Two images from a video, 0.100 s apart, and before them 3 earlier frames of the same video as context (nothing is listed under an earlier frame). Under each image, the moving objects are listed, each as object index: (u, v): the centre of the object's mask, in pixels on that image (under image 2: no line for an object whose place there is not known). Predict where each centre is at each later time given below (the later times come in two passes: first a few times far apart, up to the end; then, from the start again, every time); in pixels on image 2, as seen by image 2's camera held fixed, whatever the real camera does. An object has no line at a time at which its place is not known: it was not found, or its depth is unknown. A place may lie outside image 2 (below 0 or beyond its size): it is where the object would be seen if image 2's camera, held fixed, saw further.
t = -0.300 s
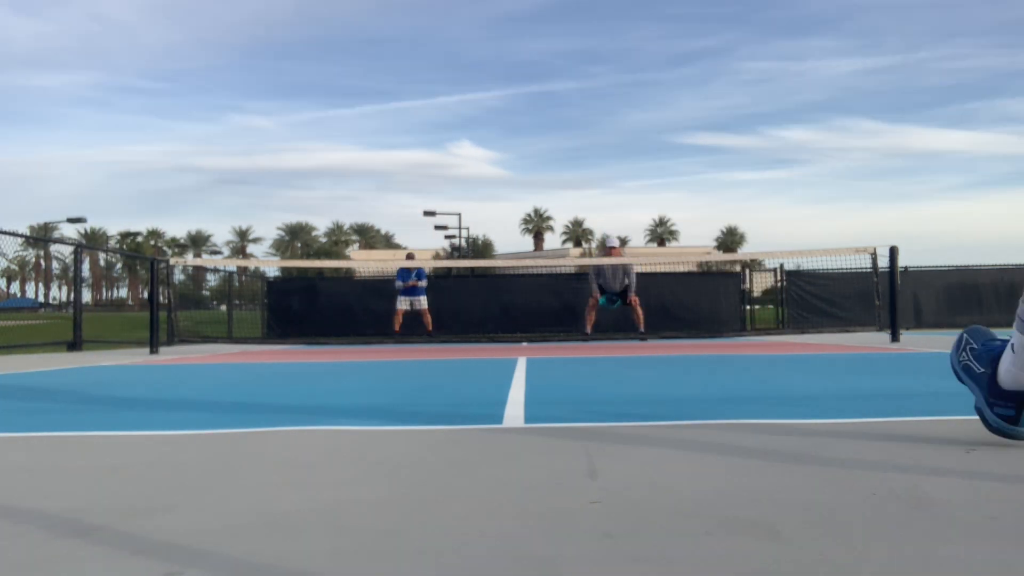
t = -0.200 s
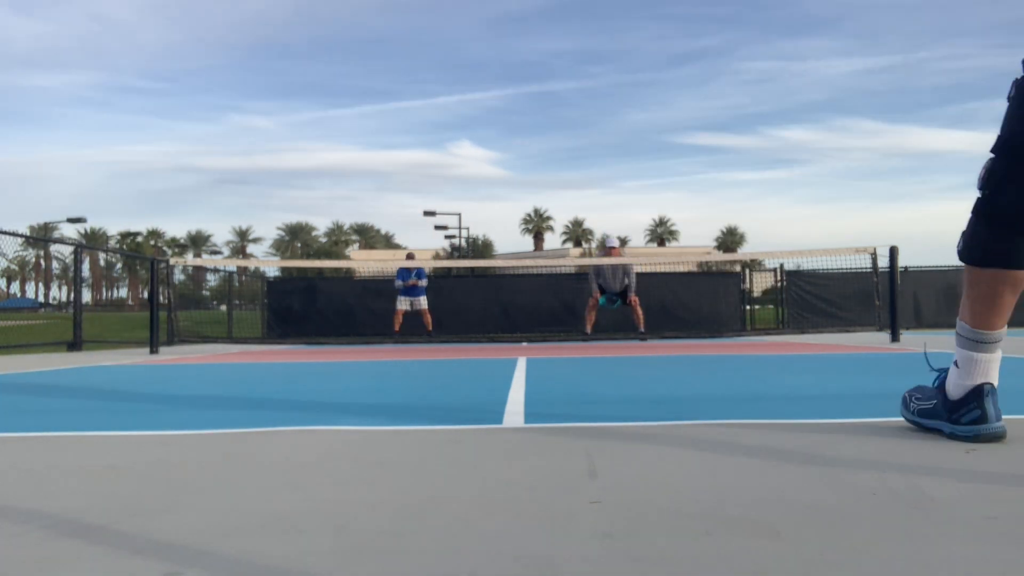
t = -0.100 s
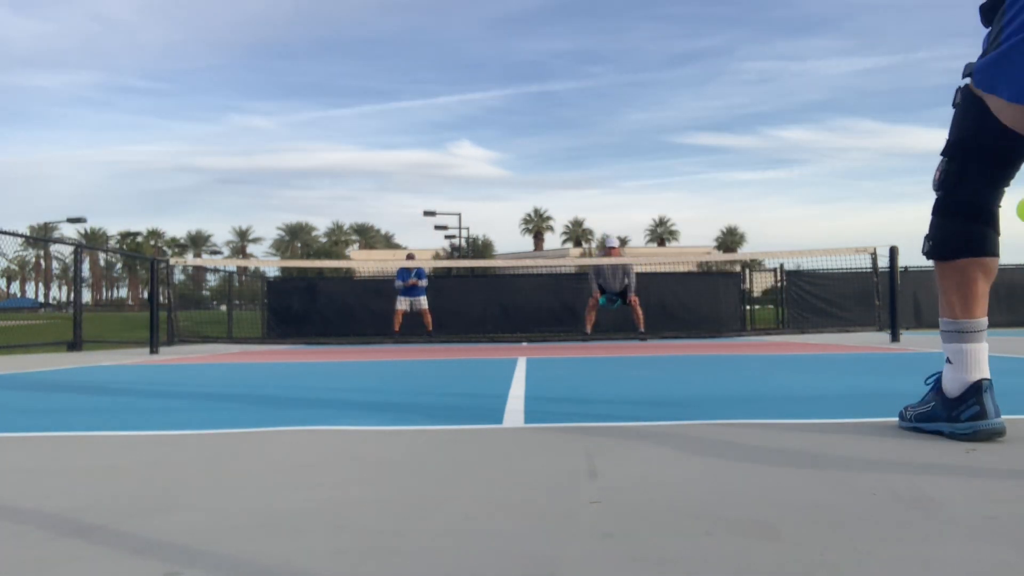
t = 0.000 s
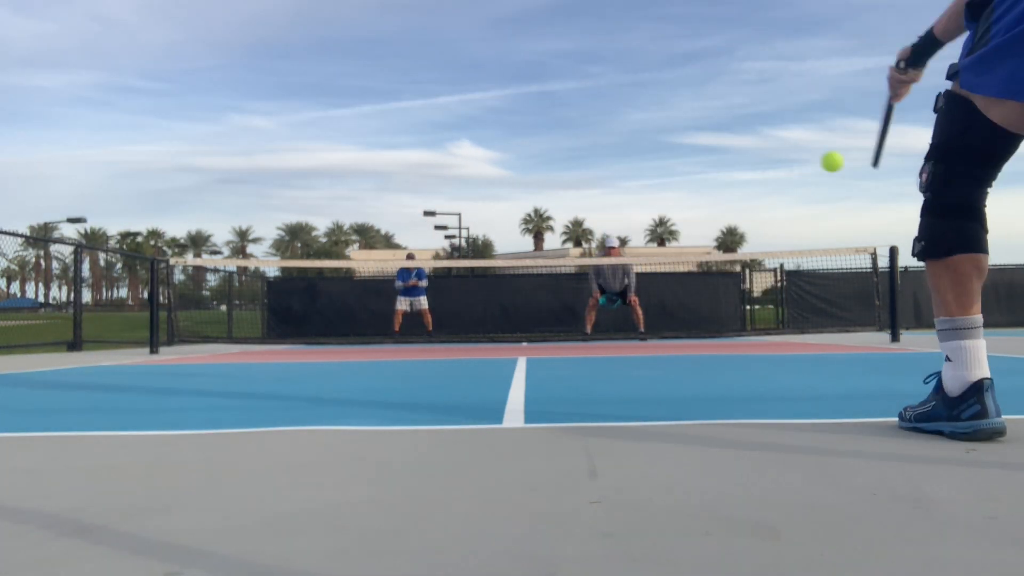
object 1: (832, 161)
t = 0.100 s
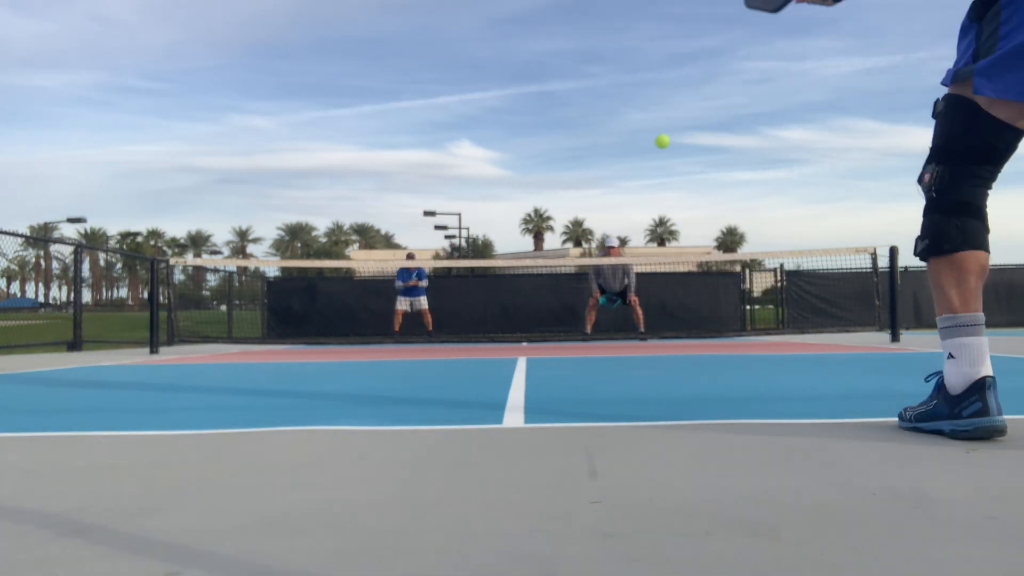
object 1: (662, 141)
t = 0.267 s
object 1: (544, 157)
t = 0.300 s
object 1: (530, 164)
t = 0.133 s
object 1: (629, 142)
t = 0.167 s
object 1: (602, 144)
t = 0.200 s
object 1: (579, 147)
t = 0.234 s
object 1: (560, 152)
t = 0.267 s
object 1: (544, 157)
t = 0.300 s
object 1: (530, 164)
